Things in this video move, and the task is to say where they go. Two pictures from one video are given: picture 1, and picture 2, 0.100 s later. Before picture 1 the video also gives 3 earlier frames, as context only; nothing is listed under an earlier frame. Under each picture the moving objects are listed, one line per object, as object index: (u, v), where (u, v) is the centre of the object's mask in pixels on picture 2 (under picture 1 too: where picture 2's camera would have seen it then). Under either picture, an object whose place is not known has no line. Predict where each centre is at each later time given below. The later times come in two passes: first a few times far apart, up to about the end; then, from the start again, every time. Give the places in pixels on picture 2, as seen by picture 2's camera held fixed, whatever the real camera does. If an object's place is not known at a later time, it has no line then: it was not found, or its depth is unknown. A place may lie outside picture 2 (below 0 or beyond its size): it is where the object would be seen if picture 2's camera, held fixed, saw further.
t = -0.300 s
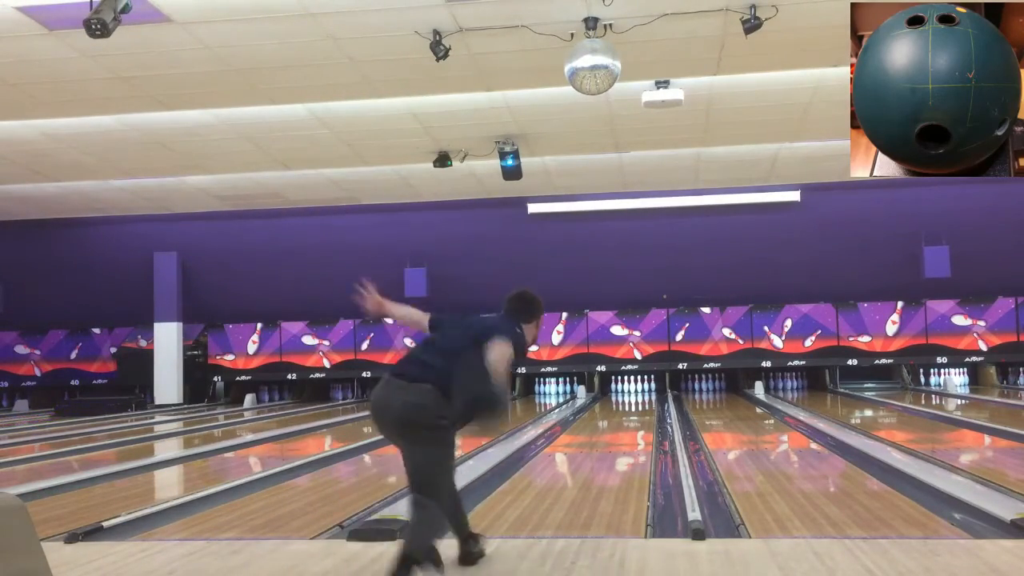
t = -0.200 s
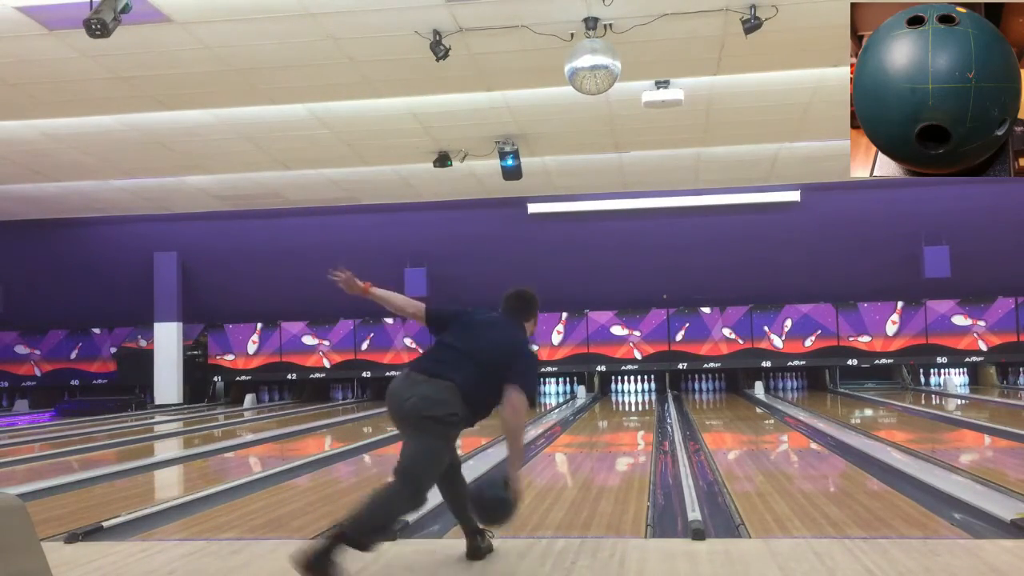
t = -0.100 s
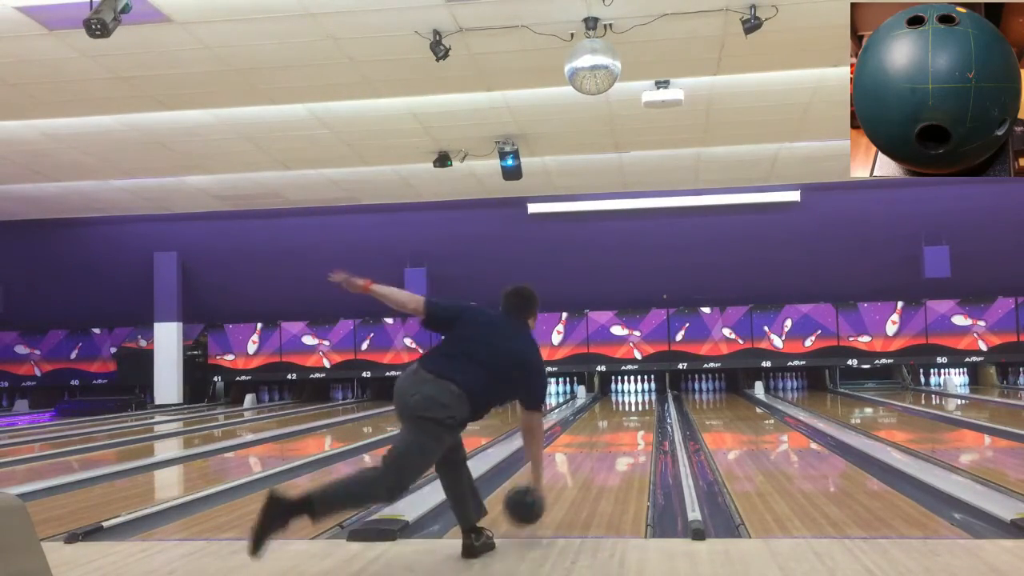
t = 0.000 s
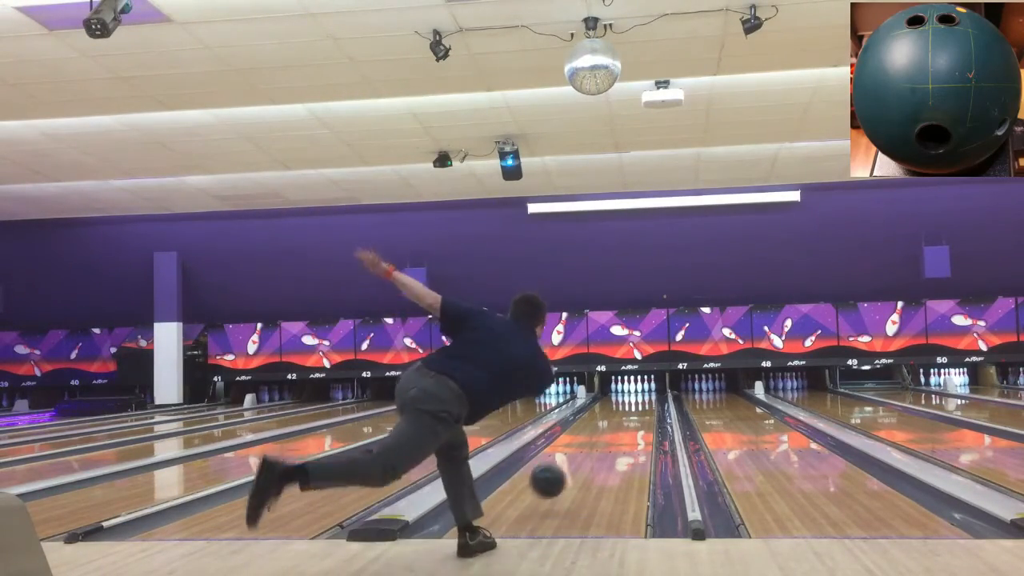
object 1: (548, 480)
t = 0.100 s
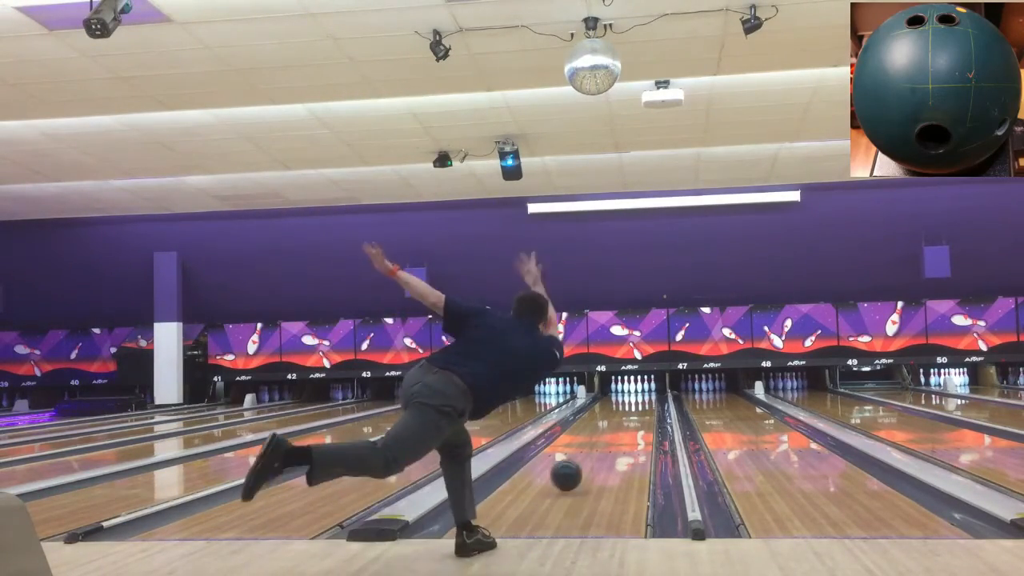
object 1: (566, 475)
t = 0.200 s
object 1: (580, 464)
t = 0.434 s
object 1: (603, 441)
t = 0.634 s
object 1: (616, 429)
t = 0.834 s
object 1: (625, 419)
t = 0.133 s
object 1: (571, 472)
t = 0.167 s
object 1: (576, 468)
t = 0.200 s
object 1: (580, 464)
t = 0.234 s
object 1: (584, 461)
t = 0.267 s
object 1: (588, 457)
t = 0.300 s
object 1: (591, 453)
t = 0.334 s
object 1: (595, 450)
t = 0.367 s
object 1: (598, 447)
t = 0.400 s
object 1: (601, 444)
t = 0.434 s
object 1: (603, 441)
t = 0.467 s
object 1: (606, 439)
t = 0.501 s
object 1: (608, 437)
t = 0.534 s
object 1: (610, 435)
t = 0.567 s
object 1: (612, 433)
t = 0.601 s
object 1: (615, 431)
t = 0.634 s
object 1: (616, 429)
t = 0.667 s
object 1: (618, 427)
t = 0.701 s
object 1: (619, 425)
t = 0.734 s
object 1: (621, 423)
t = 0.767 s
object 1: (623, 422)
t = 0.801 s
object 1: (624, 421)
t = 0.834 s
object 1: (625, 419)
